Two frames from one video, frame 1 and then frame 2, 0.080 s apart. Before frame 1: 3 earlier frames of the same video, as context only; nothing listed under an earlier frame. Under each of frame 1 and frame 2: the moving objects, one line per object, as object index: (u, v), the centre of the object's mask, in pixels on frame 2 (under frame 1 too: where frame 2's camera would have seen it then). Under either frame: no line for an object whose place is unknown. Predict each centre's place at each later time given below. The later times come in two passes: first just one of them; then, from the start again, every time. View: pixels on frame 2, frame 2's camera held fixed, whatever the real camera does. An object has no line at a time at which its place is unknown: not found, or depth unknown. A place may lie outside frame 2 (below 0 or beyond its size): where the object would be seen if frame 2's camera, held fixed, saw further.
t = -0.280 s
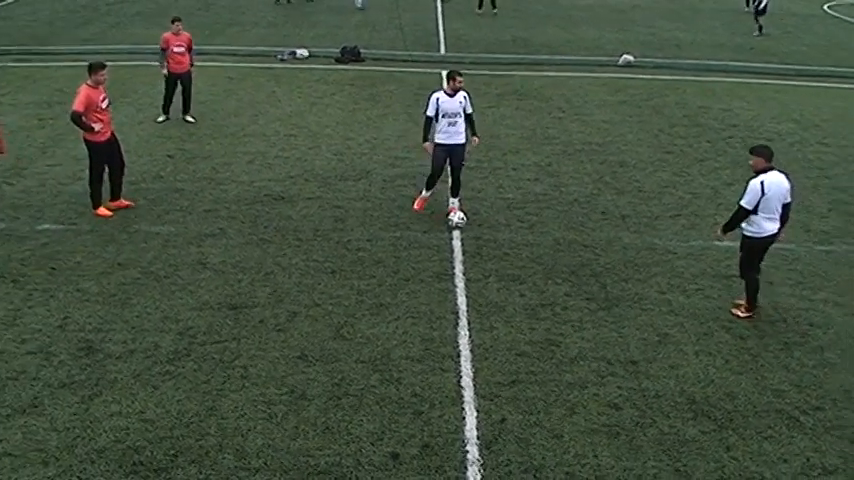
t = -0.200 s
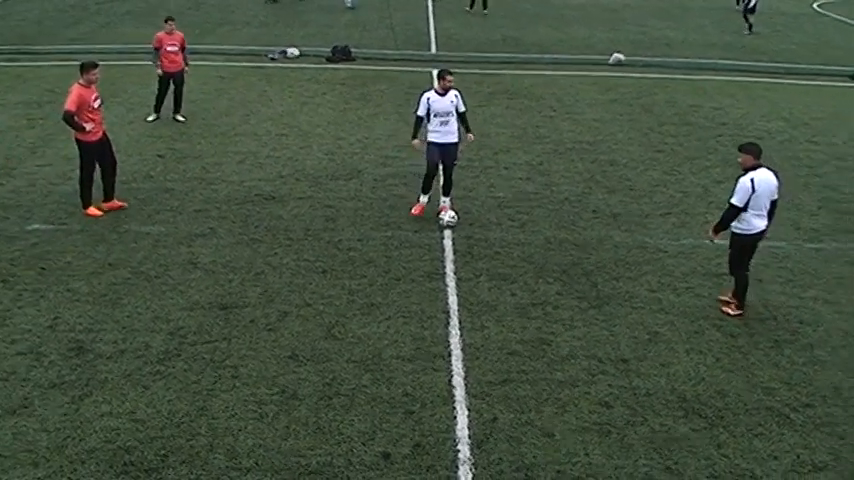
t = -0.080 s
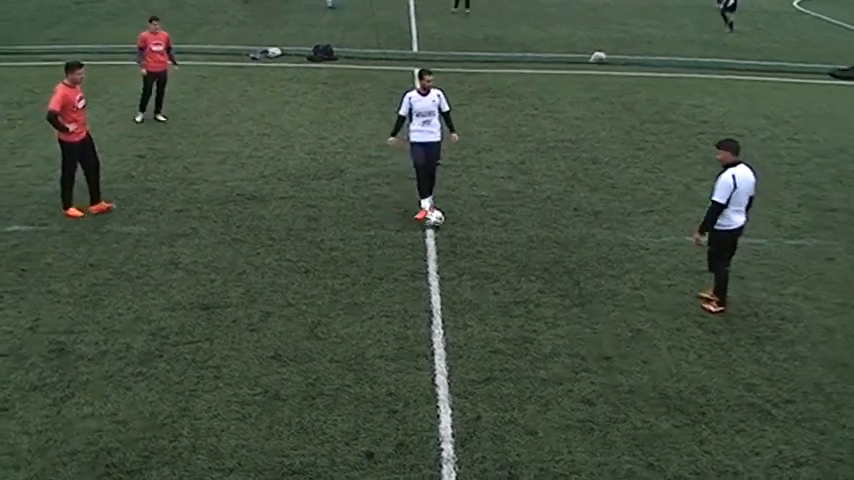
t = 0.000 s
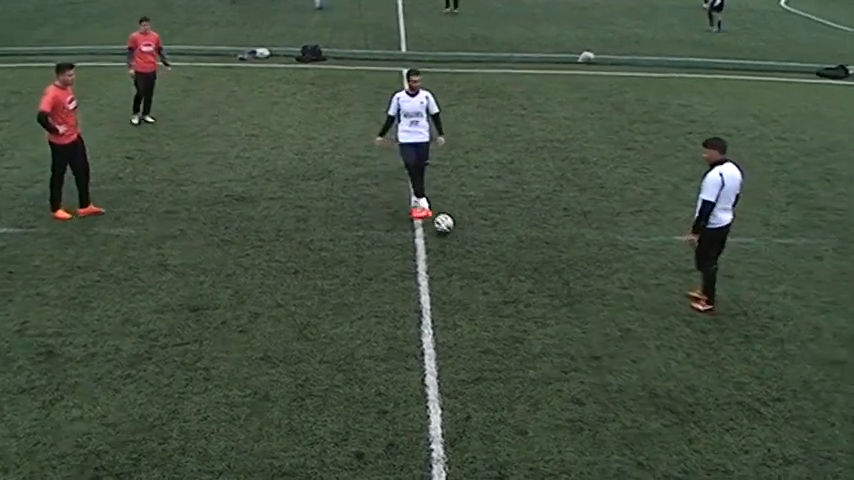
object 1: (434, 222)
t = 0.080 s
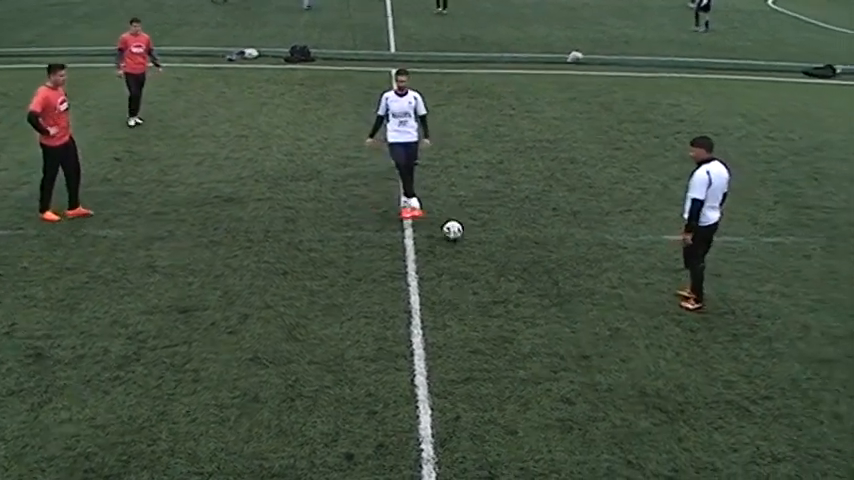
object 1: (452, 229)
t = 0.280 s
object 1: (492, 241)
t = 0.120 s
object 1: (461, 231)
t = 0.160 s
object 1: (470, 235)
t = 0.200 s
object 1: (478, 236)
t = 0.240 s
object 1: (485, 239)
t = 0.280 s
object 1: (492, 241)
